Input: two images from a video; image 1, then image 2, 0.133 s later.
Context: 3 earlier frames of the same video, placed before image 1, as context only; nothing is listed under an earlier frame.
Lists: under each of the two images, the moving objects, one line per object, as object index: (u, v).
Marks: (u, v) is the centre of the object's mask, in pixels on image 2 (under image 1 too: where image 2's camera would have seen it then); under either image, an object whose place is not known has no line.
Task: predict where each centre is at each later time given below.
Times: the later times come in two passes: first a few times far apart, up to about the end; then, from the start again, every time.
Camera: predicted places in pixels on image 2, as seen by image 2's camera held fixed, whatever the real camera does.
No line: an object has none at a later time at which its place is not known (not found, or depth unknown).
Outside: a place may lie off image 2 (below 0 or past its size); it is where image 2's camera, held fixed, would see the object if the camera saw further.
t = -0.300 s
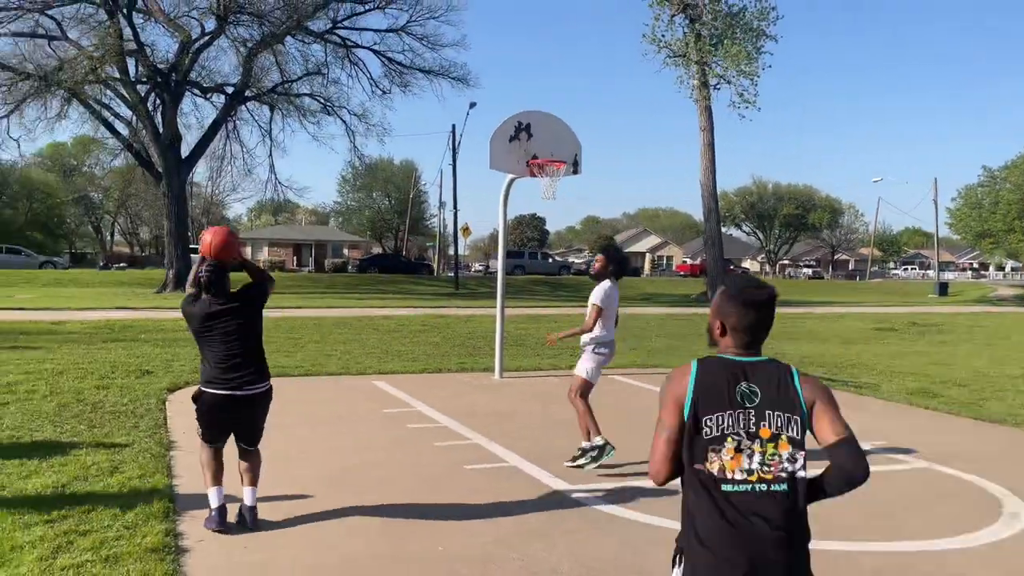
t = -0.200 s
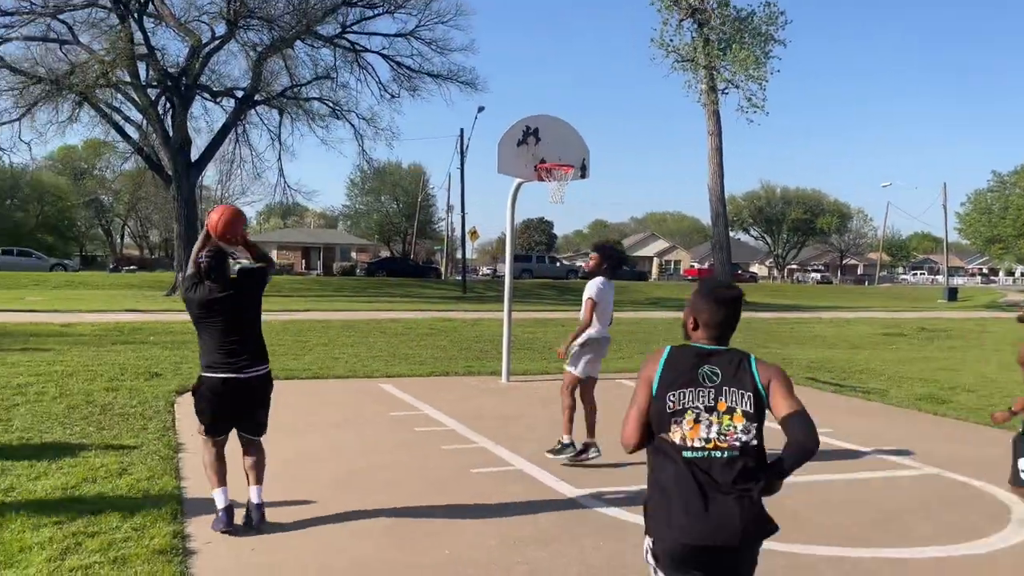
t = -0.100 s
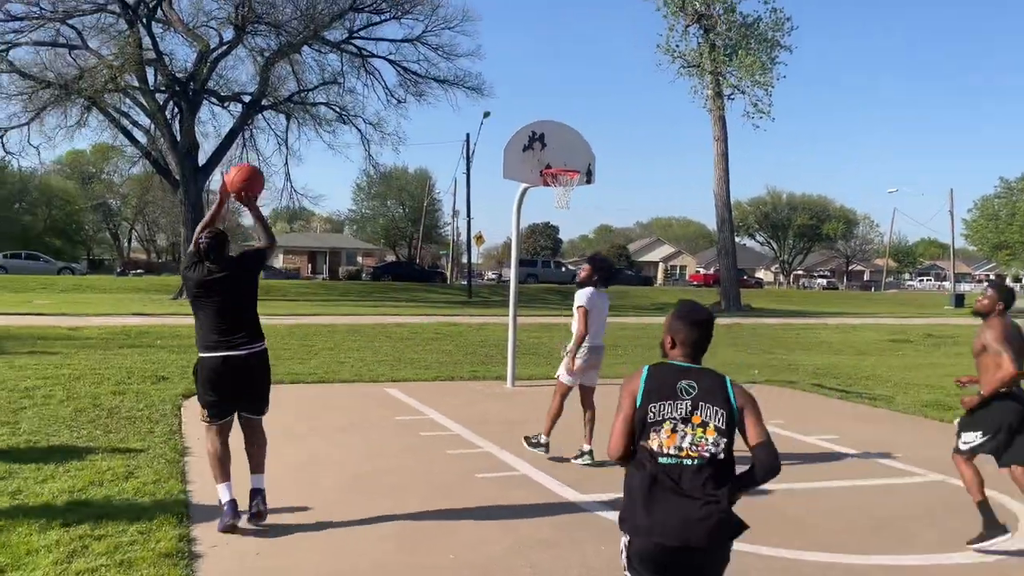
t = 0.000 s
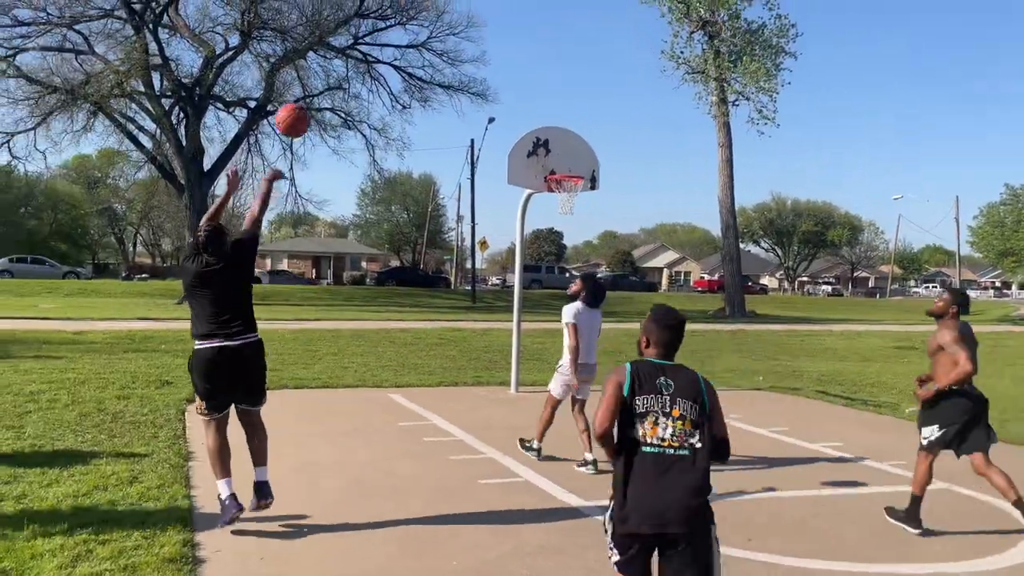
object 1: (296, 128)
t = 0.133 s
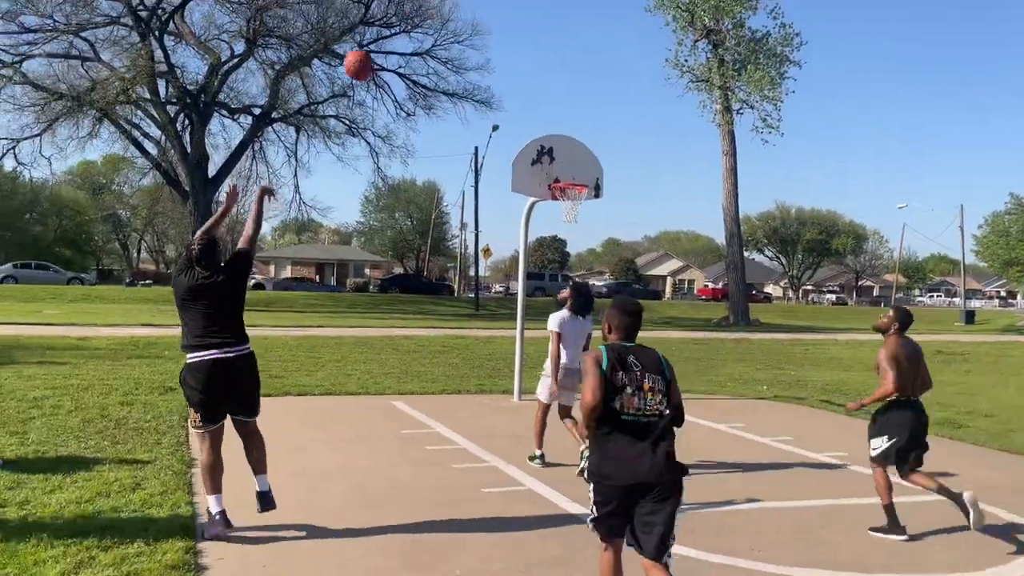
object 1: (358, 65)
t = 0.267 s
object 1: (408, 34)
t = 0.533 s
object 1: (482, 38)
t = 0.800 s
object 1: (533, 100)
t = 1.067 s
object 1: (571, 179)
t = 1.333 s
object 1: (550, 149)
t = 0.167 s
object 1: (372, 55)
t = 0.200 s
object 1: (385, 46)
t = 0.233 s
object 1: (396, 39)
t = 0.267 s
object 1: (408, 34)
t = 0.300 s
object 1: (419, 30)
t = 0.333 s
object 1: (430, 28)
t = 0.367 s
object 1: (439, 27)
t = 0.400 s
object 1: (449, 27)
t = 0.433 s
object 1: (458, 28)
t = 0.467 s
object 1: (466, 31)
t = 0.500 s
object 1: (474, 34)
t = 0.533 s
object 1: (482, 38)
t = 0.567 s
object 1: (489, 43)
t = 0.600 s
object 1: (497, 49)
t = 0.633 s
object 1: (504, 56)
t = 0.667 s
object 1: (510, 63)
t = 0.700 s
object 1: (516, 71)
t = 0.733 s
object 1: (522, 80)
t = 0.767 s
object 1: (528, 90)
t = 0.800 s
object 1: (533, 100)
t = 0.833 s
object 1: (539, 110)
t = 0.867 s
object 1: (544, 121)
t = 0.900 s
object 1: (549, 132)
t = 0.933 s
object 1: (554, 144)
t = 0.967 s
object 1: (557, 157)
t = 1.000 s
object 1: (563, 169)
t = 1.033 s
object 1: (568, 176)
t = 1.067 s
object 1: (571, 179)
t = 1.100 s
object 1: (574, 180)
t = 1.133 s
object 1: (571, 175)
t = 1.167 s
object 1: (568, 169)
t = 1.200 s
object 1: (565, 164)
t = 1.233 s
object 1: (561, 159)
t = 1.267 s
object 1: (557, 155)
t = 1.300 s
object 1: (554, 151)
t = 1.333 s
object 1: (550, 149)
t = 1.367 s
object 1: (546, 147)
